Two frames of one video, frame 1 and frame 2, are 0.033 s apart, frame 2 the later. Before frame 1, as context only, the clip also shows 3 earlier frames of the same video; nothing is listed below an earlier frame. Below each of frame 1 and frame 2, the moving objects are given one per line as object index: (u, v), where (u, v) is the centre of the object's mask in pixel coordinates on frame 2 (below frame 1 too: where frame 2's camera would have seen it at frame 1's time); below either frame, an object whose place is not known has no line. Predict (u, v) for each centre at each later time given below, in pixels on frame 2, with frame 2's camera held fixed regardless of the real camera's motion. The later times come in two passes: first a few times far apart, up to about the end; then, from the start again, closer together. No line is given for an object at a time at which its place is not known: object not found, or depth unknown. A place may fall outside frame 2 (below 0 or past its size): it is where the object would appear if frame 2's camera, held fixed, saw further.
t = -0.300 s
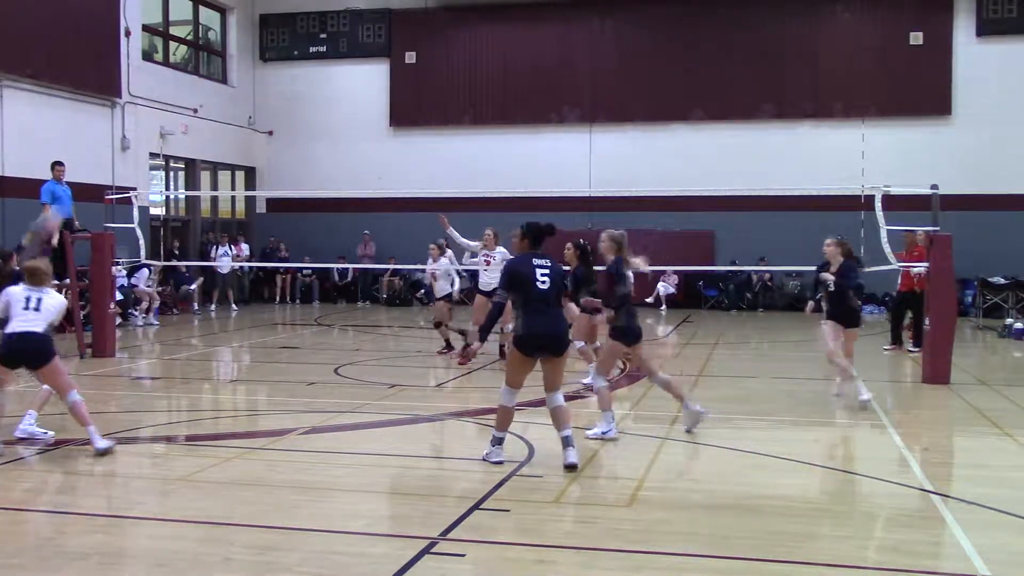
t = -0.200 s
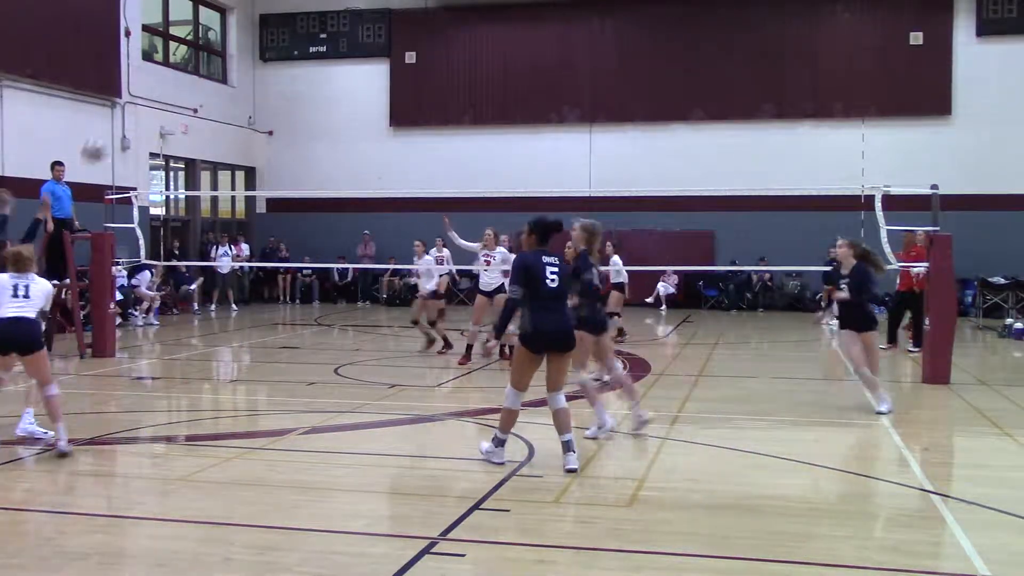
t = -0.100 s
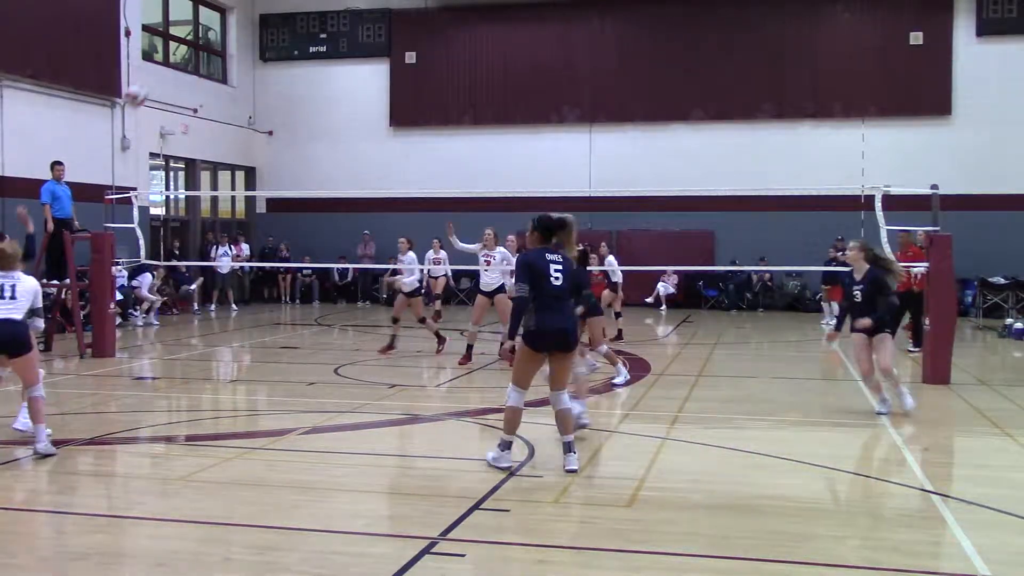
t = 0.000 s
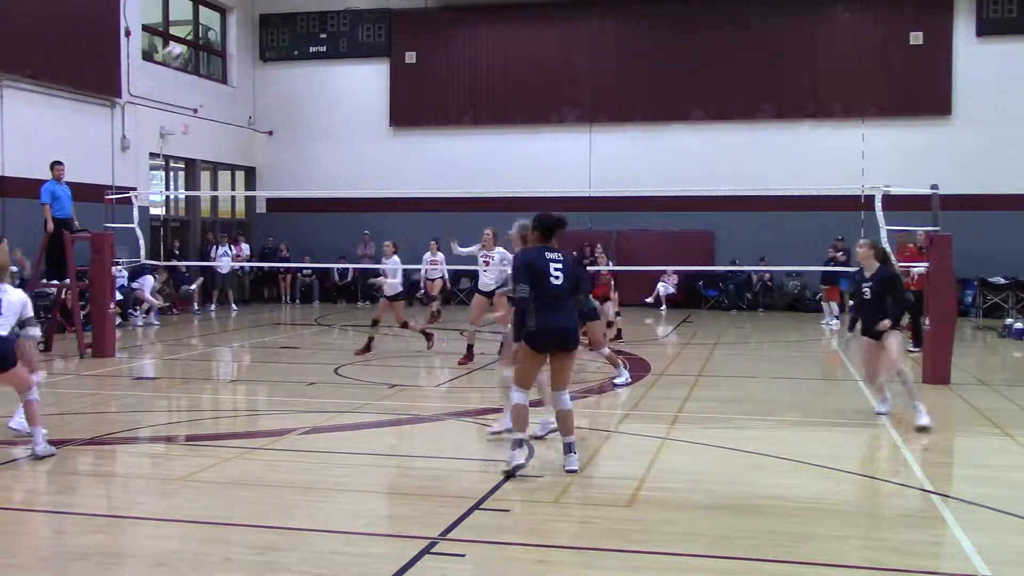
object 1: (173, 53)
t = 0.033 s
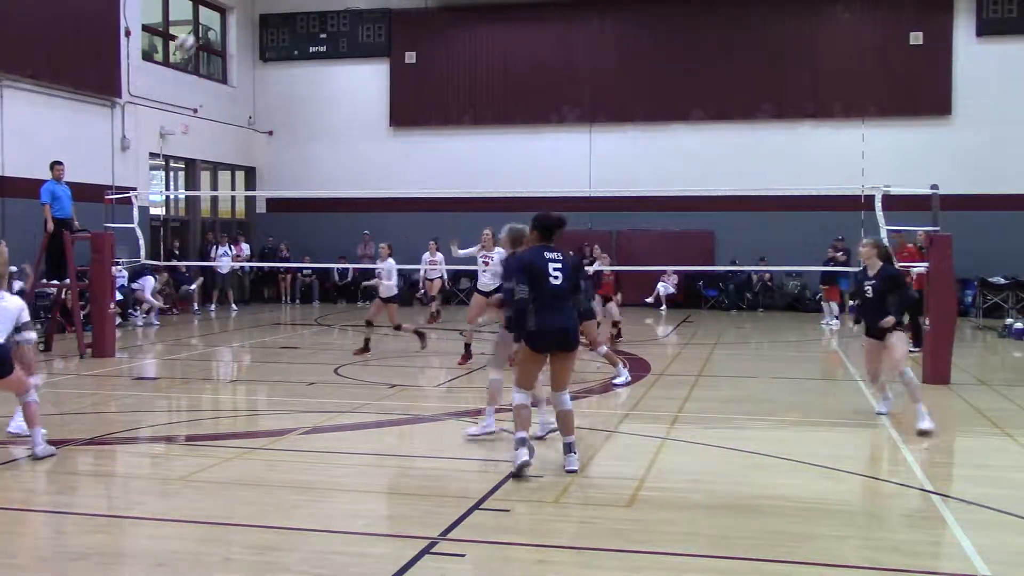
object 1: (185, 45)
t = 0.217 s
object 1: (248, 7)
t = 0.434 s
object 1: (310, 8)
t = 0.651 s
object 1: (367, 46)
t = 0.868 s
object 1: (414, 119)
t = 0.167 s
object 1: (230, 13)
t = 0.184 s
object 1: (237, 9)
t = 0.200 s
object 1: (242, 8)
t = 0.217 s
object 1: (248, 7)
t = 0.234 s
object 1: (254, 5)
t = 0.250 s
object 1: (258, 5)
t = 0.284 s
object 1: (266, 4)
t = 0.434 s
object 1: (310, 8)
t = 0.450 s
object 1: (315, 9)
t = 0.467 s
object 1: (320, 10)
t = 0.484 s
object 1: (324, 13)
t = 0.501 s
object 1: (328, 15)
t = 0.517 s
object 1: (332, 19)
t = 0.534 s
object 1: (336, 21)
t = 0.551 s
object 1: (340, 24)
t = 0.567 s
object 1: (345, 27)
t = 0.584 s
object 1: (349, 31)
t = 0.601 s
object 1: (354, 34)
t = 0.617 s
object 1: (358, 38)
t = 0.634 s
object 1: (362, 42)
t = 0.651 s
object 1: (367, 46)
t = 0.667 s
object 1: (370, 50)
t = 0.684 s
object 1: (374, 55)
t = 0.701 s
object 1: (377, 60)
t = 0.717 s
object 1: (382, 66)
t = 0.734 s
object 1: (385, 71)
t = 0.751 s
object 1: (389, 77)
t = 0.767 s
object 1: (394, 83)
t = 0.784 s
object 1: (397, 88)
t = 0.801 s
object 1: (400, 93)
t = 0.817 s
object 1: (404, 100)
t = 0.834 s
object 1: (407, 107)
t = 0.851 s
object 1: (411, 113)
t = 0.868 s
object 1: (414, 119)
